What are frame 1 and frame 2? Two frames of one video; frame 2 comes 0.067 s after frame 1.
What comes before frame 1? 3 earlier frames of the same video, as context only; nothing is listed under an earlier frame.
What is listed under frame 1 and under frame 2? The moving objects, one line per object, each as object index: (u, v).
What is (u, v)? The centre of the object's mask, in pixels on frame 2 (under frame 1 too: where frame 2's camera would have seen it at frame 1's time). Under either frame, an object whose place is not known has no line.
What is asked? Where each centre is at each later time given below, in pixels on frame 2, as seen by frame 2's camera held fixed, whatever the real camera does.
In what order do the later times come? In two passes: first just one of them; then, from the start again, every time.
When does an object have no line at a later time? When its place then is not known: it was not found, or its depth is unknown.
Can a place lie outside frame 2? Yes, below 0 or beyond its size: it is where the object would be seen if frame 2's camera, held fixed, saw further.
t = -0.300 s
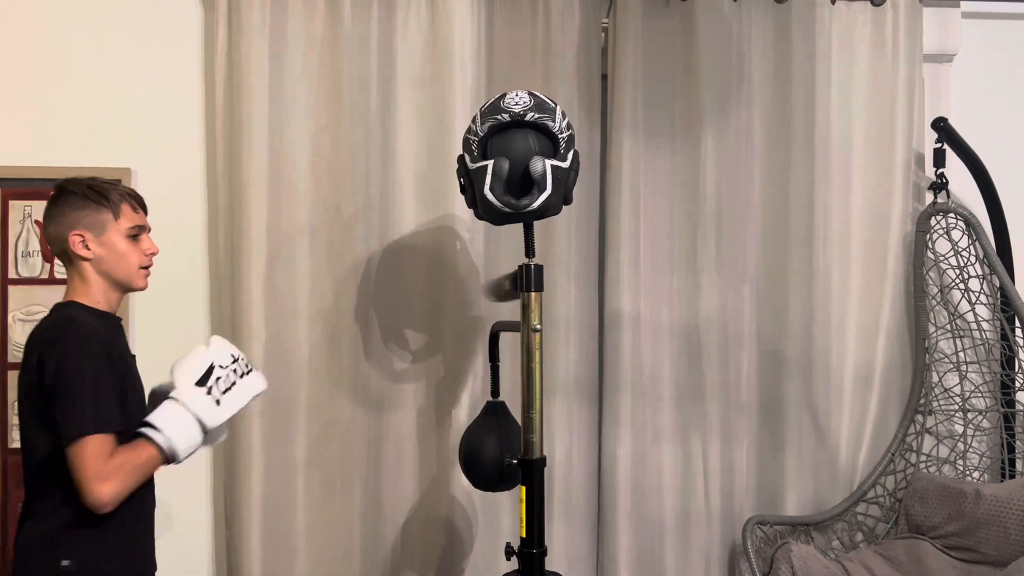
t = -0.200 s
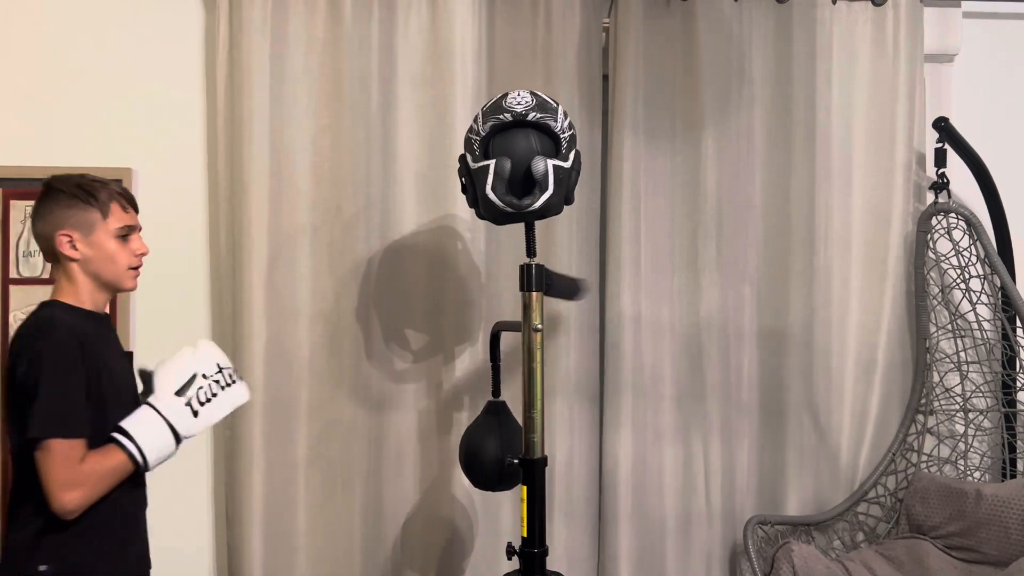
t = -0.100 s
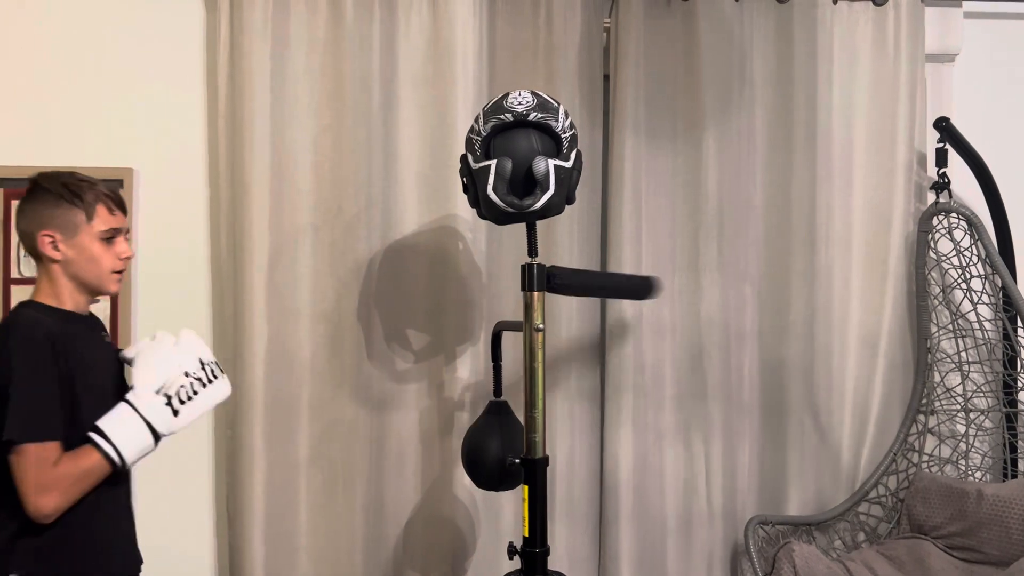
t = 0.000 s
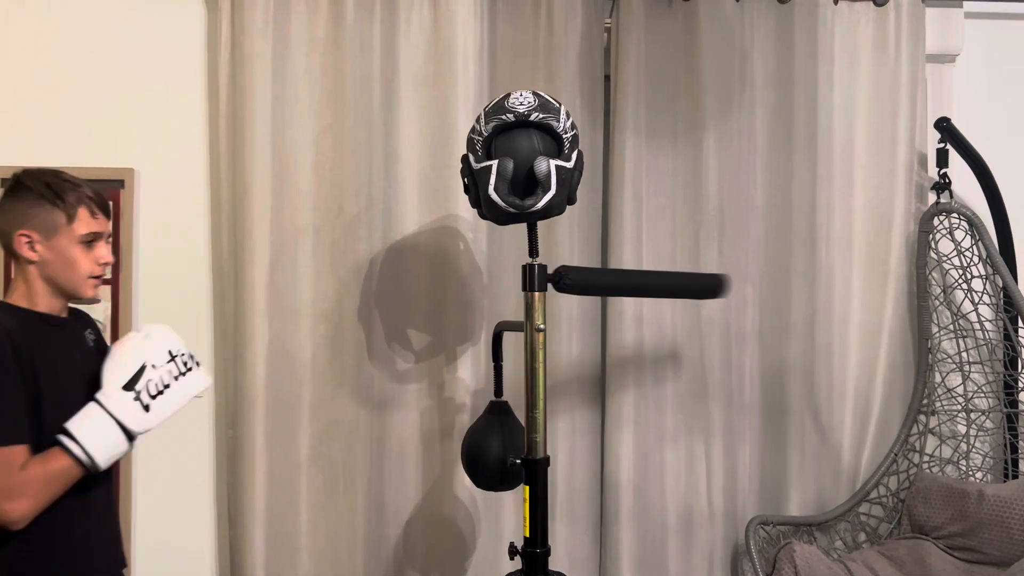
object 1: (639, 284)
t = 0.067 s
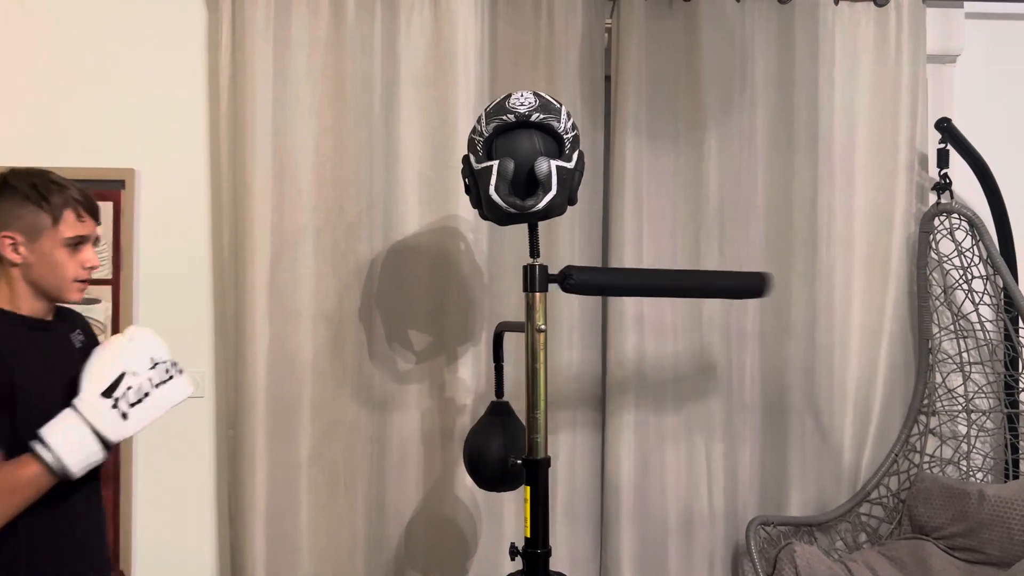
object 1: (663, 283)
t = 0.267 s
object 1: (715, 280)
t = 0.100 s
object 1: (674, 283)
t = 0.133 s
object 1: (684, 282)
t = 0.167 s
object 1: (694, 281)
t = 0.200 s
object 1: (702, 281)
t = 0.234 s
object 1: (709, 280)
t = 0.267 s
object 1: (715, 280)
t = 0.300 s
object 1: (720, 279)
